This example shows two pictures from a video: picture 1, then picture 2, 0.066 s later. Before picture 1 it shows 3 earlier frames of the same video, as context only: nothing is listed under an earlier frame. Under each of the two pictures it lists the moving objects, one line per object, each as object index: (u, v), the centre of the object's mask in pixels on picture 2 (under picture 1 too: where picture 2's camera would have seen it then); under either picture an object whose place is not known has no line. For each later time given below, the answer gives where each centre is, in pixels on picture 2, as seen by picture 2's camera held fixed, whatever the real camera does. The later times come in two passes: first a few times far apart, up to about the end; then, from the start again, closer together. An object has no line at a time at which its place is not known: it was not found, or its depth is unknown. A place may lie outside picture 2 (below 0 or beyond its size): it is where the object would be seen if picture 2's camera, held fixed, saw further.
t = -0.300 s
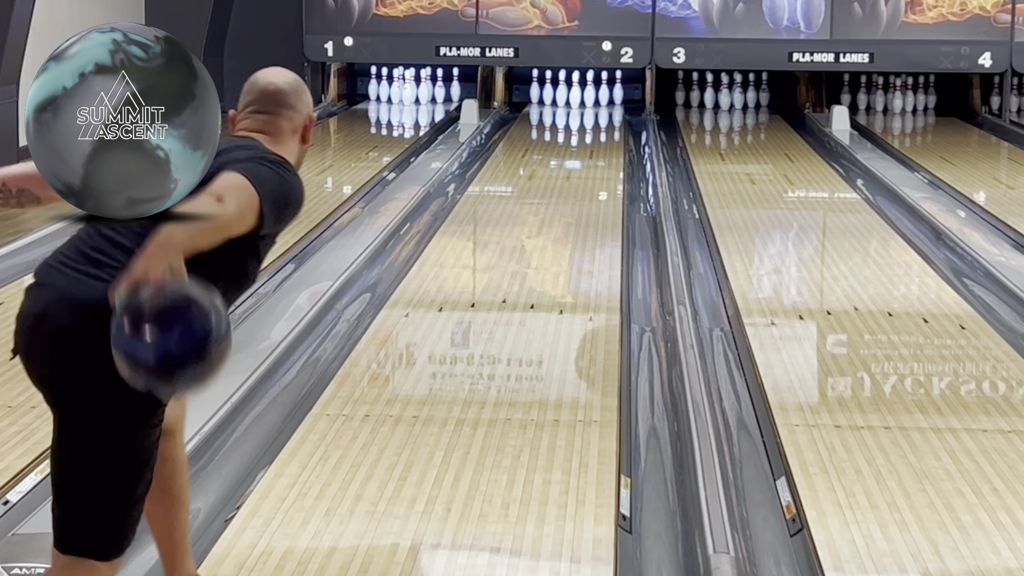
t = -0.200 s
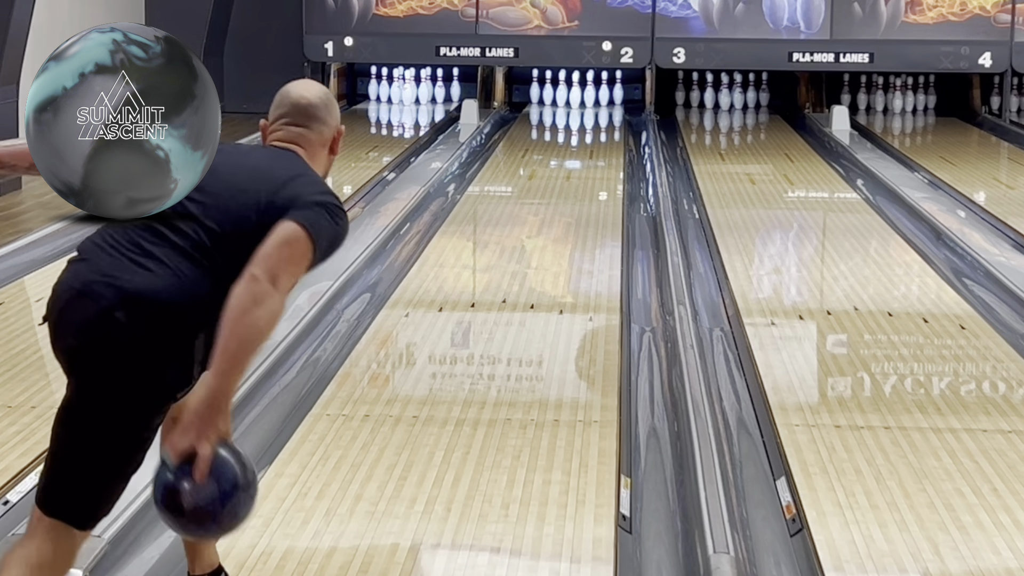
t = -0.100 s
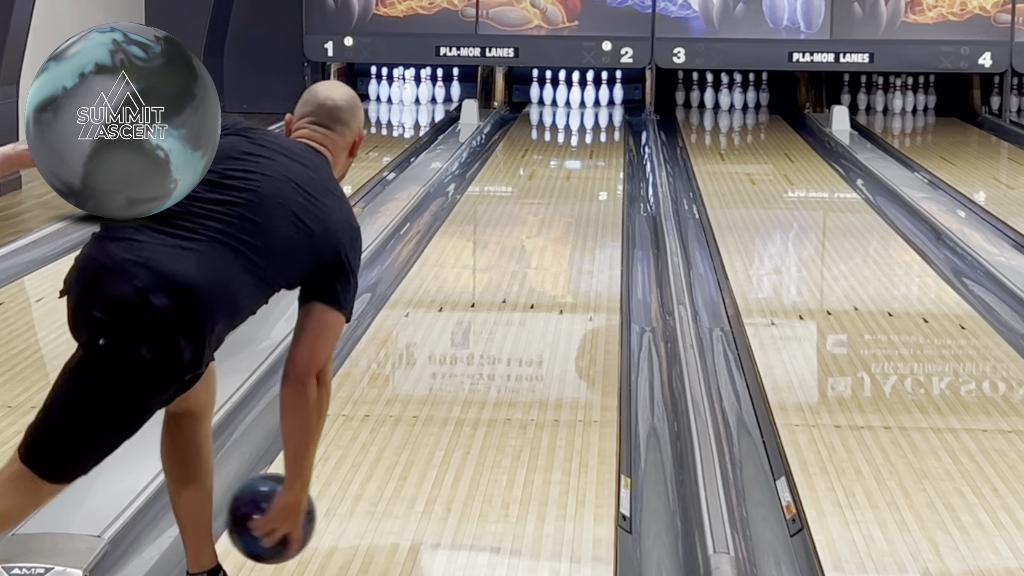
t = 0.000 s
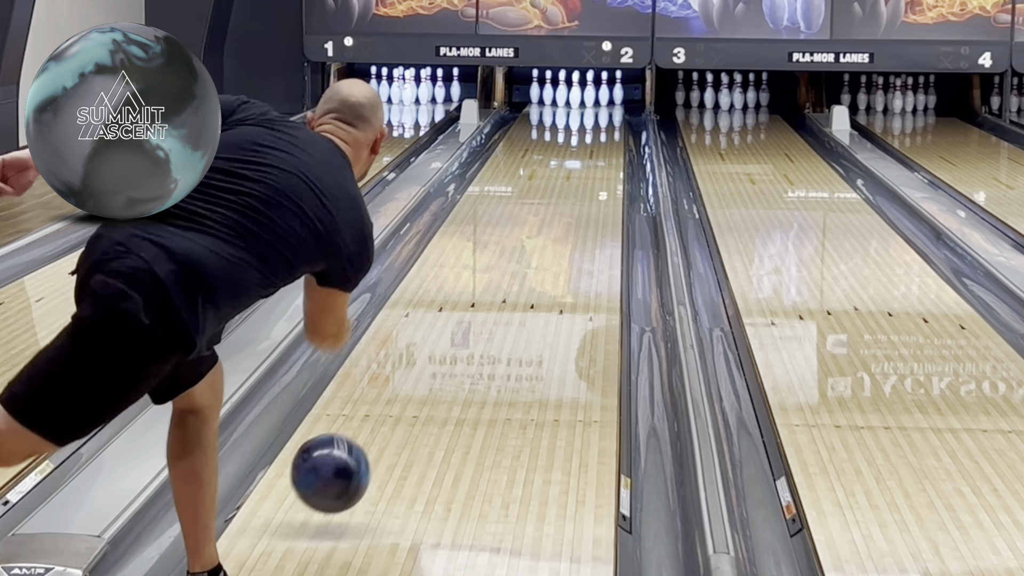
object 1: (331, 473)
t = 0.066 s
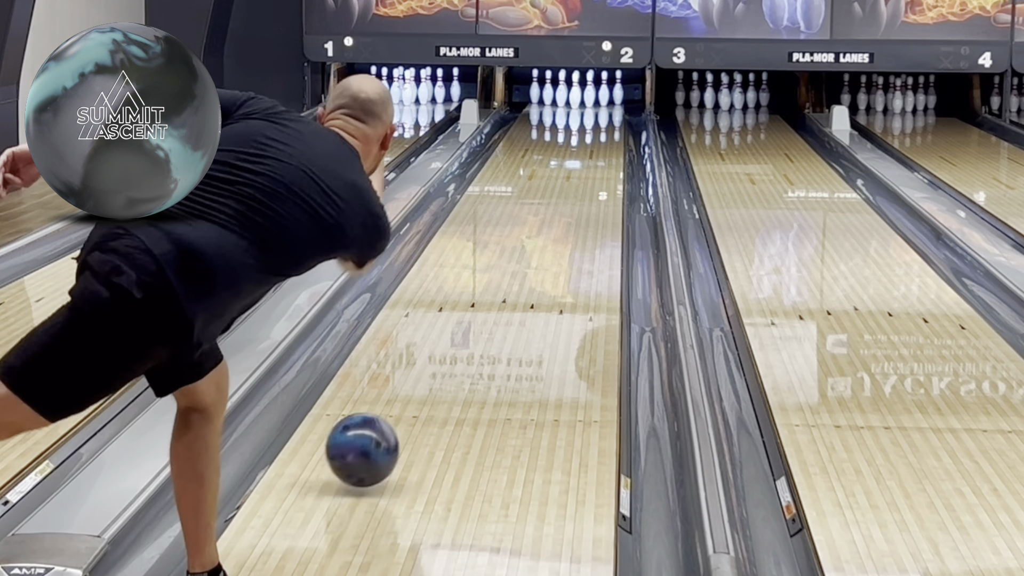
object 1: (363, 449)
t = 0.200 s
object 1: (414, 394)
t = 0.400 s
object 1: (469, 325)
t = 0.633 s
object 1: (514, 268)
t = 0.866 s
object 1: (545, 228)
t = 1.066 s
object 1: (565, 201)
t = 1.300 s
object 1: (583, 176)
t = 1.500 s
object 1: (595, 159)
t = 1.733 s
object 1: (605, 142)
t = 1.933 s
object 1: (609, 129)
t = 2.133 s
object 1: (605, 119)
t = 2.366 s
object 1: (594, 109)
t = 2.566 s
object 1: (584, 101)
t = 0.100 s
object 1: (376, 439)
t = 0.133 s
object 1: (390, 422)
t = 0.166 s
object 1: (402, 408)
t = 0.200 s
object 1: (414, 394)
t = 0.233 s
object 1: (424, 381)
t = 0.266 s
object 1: (434, 368)
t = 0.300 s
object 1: (444, 356)
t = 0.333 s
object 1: (453, 345)
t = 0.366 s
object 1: (461, 335)
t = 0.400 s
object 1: (469, 325)
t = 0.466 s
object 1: (483, 307)
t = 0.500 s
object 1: (490, 298)
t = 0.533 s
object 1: (496, 290)
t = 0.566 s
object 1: (502, 282)
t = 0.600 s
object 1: (508, 275)
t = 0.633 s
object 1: (514, 268)
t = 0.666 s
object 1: (519, 262)
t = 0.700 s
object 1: (524, 256)
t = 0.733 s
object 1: (528, 250)
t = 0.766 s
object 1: (533, 244)
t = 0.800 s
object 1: (537, 239)
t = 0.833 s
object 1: (541, 233)
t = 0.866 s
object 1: (545, 228)
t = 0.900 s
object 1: (549, 223)
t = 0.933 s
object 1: (553, 218)
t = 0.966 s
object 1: (556, 214)
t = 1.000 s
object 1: (559, 209)
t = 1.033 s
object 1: (562, 205)
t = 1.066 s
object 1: (565, 201)
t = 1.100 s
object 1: (568, 197)
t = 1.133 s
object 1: (571, 193)
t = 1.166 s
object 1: (574, 190)
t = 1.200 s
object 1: (576, 186)
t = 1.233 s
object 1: (579, 182)
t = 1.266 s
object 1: (581, 179)
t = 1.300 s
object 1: (583, 176)
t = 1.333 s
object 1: (585, 172)
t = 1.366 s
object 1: (588, 169)
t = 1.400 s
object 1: (590, 167)
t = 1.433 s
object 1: (592, 164)
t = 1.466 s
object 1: (593, 161)
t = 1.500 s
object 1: (595, 159)
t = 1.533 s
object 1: (597, 156)
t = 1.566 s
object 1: (598, 153)
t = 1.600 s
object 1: (600, 151)
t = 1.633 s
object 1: (602, 149)
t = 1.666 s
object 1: (603, 147)
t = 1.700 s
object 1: (604, 144)
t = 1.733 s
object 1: (605, 142)
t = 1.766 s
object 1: (606, 139)
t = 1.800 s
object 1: (606, 137)
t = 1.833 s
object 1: (607, 135)
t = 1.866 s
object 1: (608, 133)
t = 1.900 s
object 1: (608, 131)
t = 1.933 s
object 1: (609, 129)
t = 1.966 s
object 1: (608, 128)
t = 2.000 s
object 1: (608, 126)
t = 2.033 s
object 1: (607, 124)
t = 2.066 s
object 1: (607, 122)
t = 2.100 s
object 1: (605, 121)
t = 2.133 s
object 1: (605, 119)
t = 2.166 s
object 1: (603, 117)
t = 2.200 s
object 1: (603, 116)
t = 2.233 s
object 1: (601, 115)
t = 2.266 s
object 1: (599, 113)
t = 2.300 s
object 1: (598, 111)
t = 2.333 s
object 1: (596, 110)
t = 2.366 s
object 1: (594, 109)
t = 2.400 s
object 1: (592, 108)
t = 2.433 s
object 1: (591, 106)
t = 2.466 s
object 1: (589, 105)
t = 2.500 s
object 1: (587, 104)
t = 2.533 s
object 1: (586, 102)
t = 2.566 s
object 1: (584, 101)
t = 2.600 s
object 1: (583, 100)
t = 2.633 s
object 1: (583, 99)
